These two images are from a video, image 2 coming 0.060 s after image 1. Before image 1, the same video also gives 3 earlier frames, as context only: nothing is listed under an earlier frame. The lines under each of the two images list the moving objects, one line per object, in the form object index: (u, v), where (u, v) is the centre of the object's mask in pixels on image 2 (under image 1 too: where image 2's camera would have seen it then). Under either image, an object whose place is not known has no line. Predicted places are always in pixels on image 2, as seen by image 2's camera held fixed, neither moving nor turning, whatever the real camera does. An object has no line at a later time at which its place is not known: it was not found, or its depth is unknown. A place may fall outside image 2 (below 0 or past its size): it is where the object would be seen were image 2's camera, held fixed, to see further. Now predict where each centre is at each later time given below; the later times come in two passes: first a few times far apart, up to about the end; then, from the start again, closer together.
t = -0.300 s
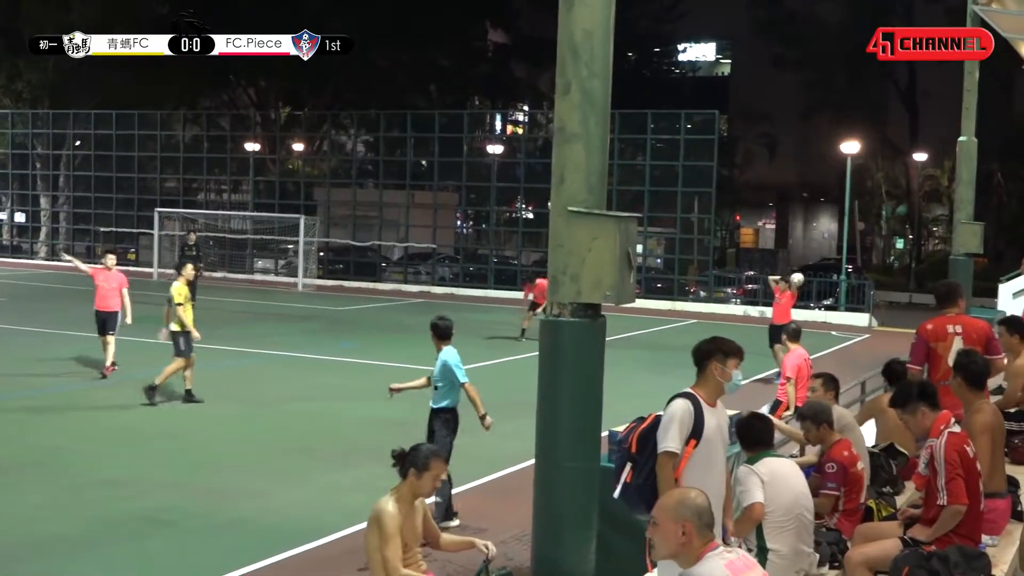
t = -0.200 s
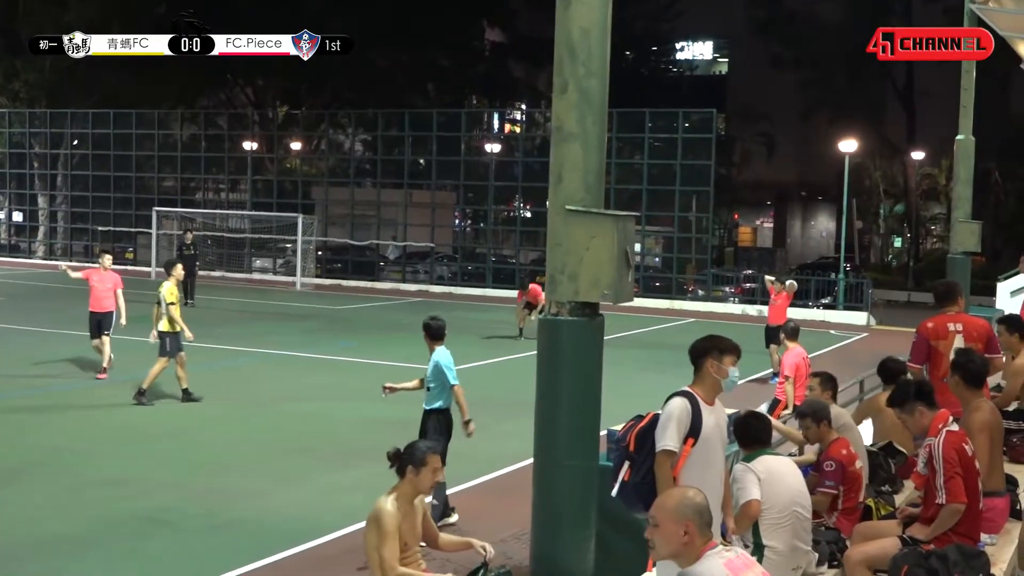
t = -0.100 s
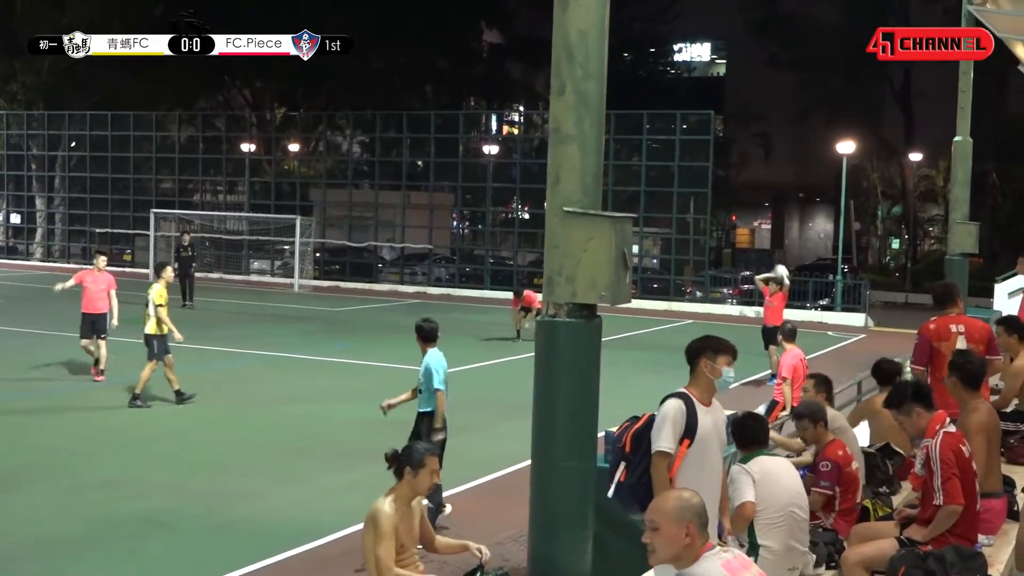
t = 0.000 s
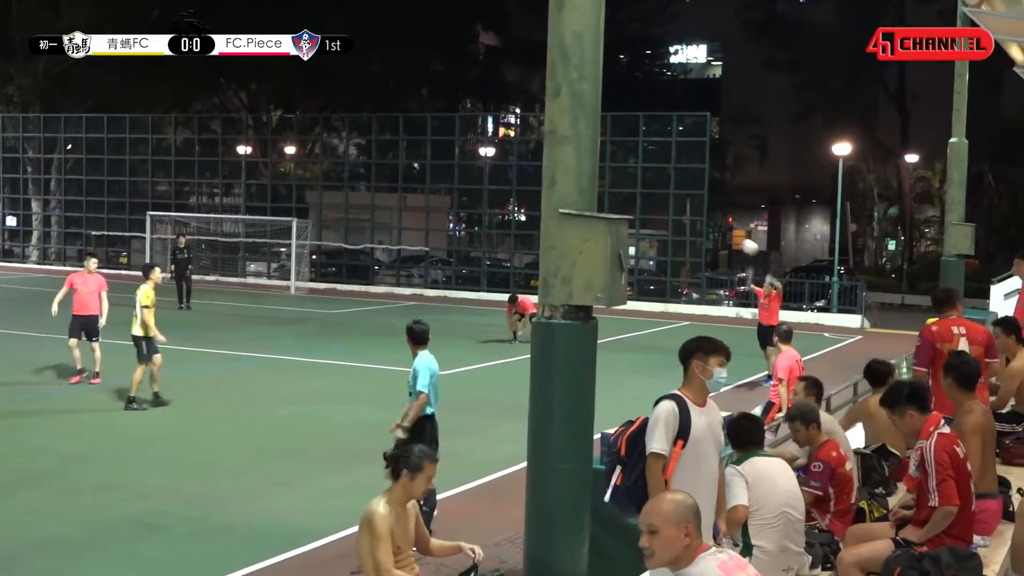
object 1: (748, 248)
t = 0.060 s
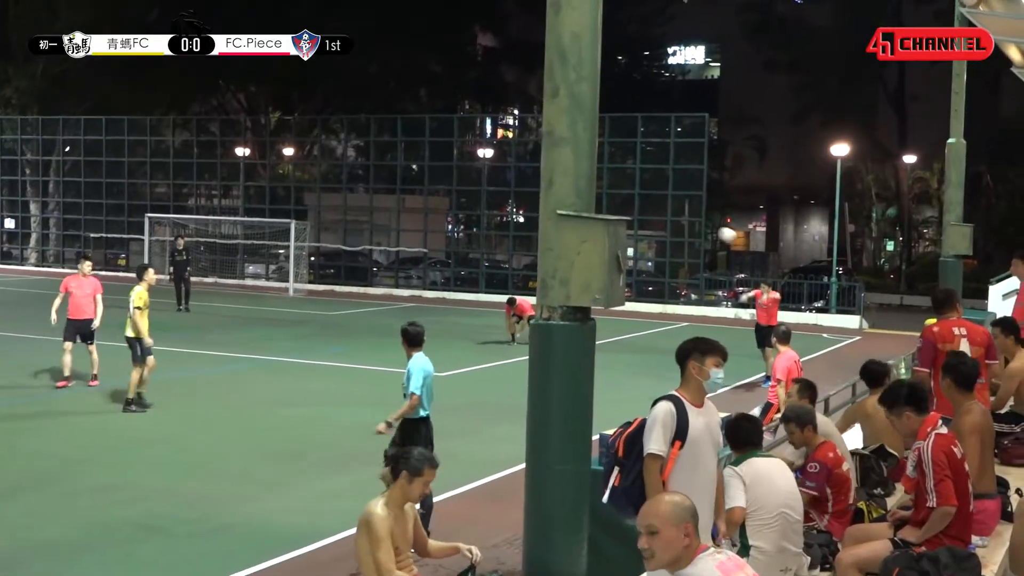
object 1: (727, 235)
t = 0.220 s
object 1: (667, 210)
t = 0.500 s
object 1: (534, 204)
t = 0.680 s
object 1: (437, 236)
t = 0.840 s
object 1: (329, 294)
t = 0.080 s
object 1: (720, 231)
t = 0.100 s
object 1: (713, 228)
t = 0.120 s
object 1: (706, 224)
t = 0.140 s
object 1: (698, 221)
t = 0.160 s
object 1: (691, 218)
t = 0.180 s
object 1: (683, 215)
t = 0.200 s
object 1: (676, 212)
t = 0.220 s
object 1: (667, 210)
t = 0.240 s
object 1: (659, 207)
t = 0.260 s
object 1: (651, 205)
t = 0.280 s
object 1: (642, 204)
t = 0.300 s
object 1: (634, 203)
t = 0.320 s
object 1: (625, 202)
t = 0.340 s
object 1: (616, 201)
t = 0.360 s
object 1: (607, 200)
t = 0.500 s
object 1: (534, 204)
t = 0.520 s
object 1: (528, 206)
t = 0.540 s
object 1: (518, 208)
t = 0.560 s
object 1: (507, 210)
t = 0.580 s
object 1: (496, 214)
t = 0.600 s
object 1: (484, 218)
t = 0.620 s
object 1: (473, 221)
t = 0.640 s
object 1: (461, 226)
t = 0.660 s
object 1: (450, 230)
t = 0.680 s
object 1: (437, 236)
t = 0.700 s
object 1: (425, 241)
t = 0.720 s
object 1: (412, 247)
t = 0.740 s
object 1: (399, 254)
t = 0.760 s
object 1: (386, 260)
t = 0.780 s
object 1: (372, 269)
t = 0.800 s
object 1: (359, 276)
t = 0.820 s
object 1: (344, 284)
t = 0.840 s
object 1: (329, 294)
